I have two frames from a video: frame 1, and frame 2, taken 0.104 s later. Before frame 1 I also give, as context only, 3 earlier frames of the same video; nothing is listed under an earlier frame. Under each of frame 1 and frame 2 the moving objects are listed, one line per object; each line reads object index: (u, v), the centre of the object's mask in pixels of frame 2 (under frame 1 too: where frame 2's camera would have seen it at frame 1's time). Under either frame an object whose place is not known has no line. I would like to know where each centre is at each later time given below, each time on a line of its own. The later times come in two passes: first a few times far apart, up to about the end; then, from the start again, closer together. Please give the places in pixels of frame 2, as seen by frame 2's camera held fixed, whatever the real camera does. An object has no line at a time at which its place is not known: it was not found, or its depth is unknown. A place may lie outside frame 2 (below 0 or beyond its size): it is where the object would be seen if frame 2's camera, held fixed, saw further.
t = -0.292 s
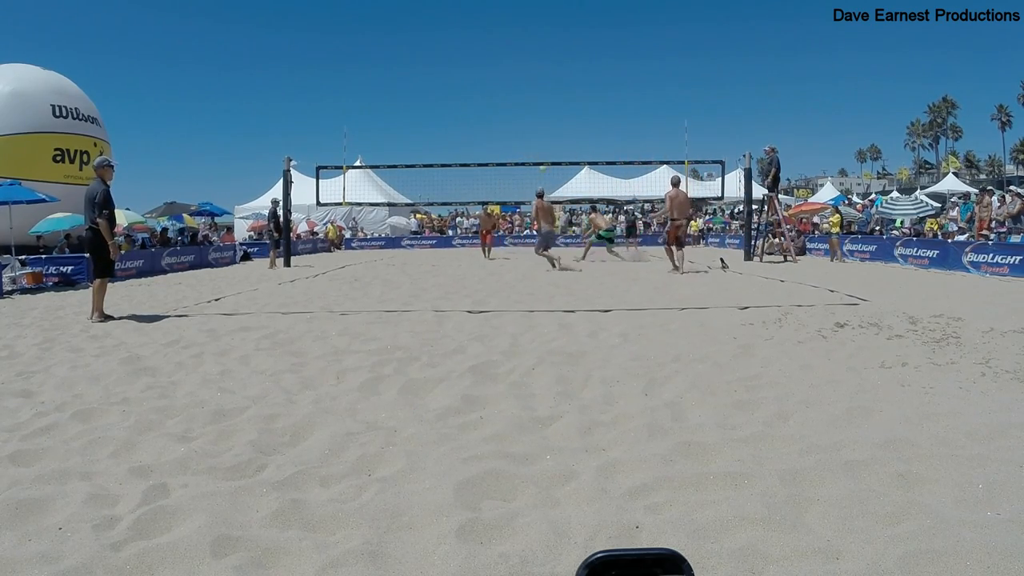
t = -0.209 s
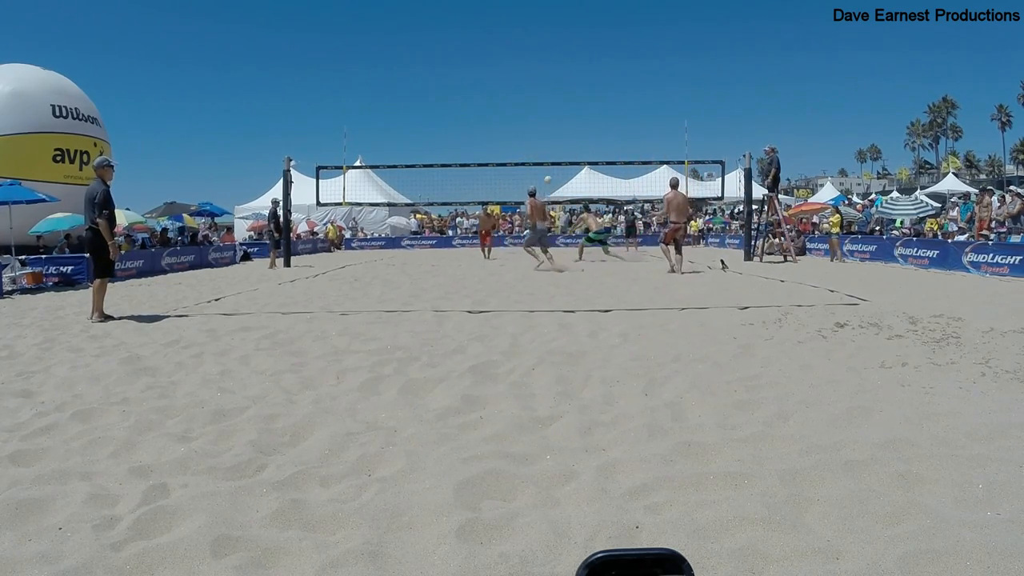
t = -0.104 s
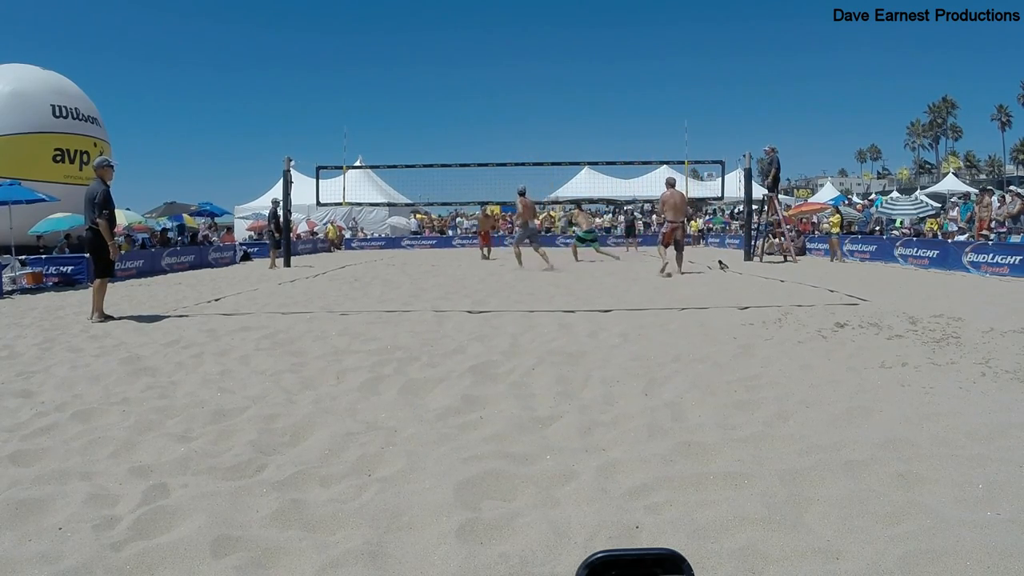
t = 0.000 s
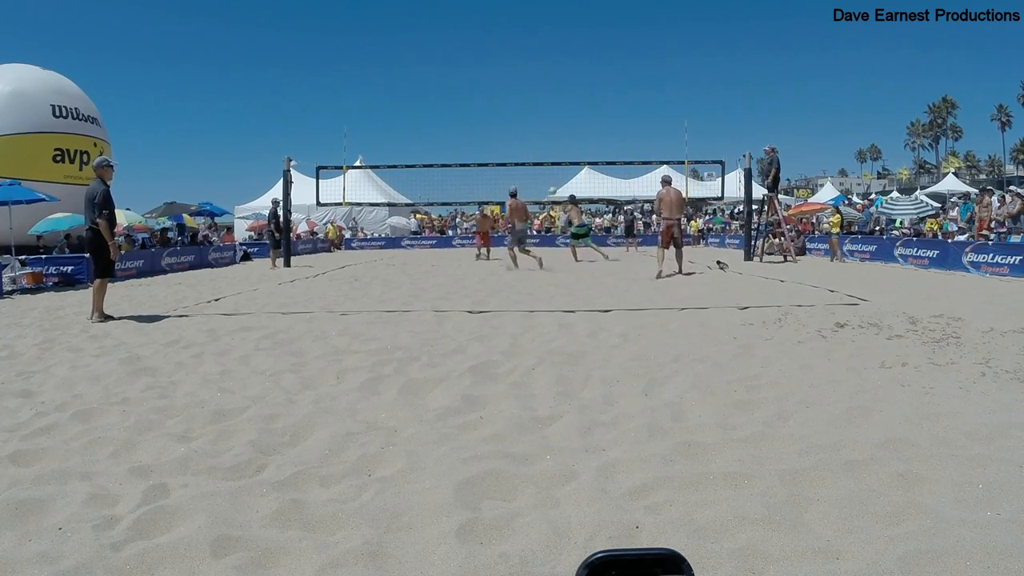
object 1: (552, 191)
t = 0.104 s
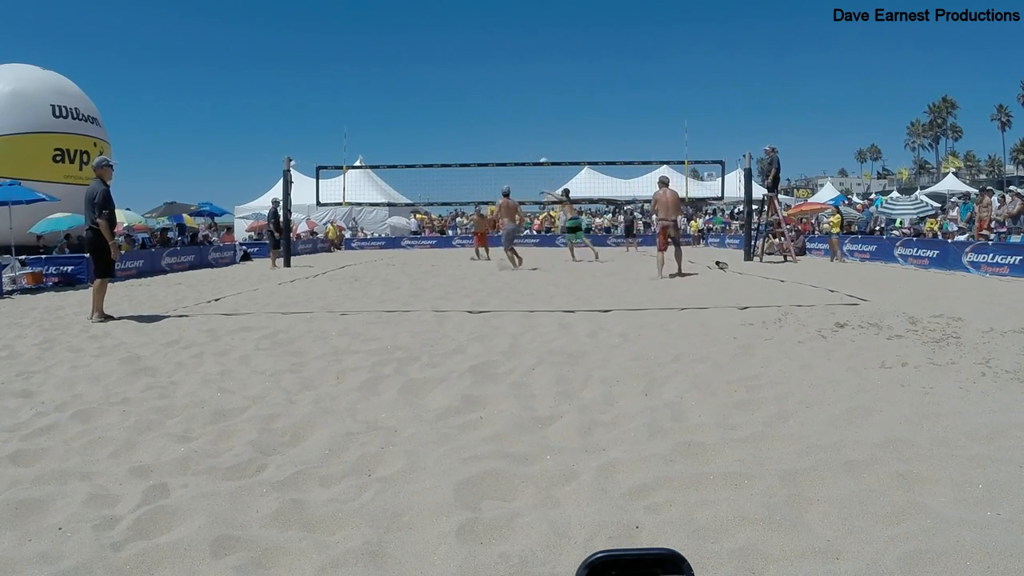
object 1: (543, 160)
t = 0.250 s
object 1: (531, 127)
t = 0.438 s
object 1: (518, 95)
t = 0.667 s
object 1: (503, 73)
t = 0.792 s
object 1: (495, 69)
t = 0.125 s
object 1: (541, 156)
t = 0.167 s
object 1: (538, 145)
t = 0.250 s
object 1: (531, 127)
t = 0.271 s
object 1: (530, 123)
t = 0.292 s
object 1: (529, 119)
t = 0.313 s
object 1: (527, 115)
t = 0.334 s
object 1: (525, 112)
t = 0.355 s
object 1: (524, 108)
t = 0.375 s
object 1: (522, 104)
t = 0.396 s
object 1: (521, 101)
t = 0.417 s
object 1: (519, 98)
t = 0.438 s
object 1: (518, 95)
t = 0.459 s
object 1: (516, 92)
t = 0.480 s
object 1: (515, 90)
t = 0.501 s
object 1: (513, 87)
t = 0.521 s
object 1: (512, 85)
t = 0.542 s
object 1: (510, 82)
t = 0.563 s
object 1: (509, 80)
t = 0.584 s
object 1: (508, 79)
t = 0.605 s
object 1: (506, 77)
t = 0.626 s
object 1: (505, 75)
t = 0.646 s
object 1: (504, 74)
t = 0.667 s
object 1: (503, 73)
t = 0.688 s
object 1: (501, 72)
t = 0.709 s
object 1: (500, 71)
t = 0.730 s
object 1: (499, 70)
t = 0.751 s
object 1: (498, 70)
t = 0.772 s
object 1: (496, 69)
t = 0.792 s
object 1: (495, 69)
